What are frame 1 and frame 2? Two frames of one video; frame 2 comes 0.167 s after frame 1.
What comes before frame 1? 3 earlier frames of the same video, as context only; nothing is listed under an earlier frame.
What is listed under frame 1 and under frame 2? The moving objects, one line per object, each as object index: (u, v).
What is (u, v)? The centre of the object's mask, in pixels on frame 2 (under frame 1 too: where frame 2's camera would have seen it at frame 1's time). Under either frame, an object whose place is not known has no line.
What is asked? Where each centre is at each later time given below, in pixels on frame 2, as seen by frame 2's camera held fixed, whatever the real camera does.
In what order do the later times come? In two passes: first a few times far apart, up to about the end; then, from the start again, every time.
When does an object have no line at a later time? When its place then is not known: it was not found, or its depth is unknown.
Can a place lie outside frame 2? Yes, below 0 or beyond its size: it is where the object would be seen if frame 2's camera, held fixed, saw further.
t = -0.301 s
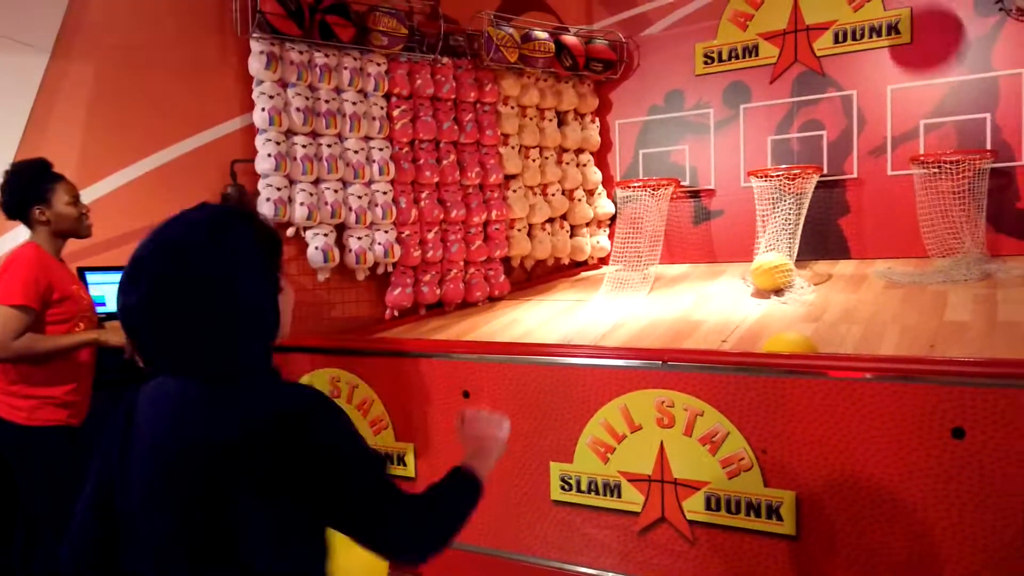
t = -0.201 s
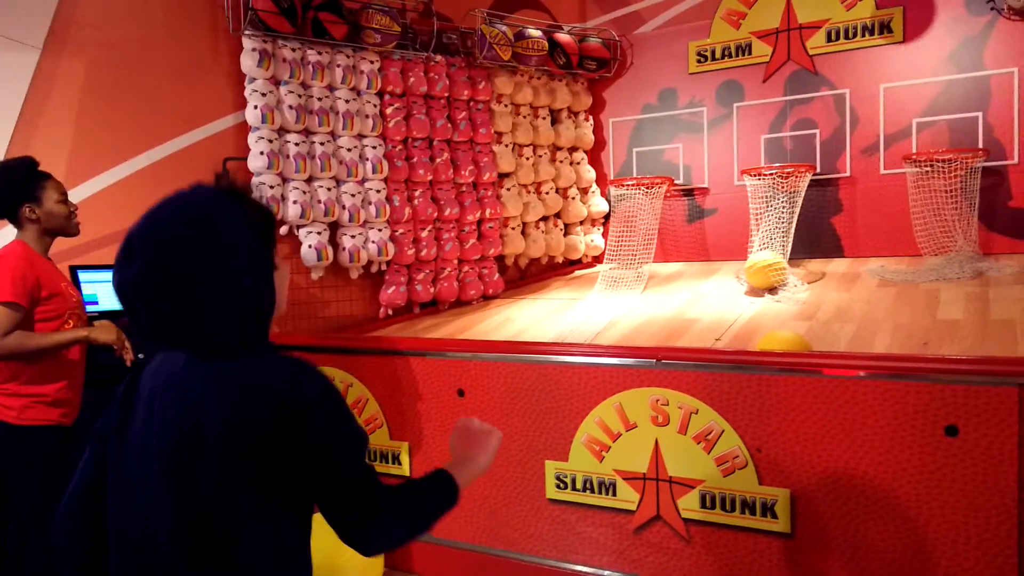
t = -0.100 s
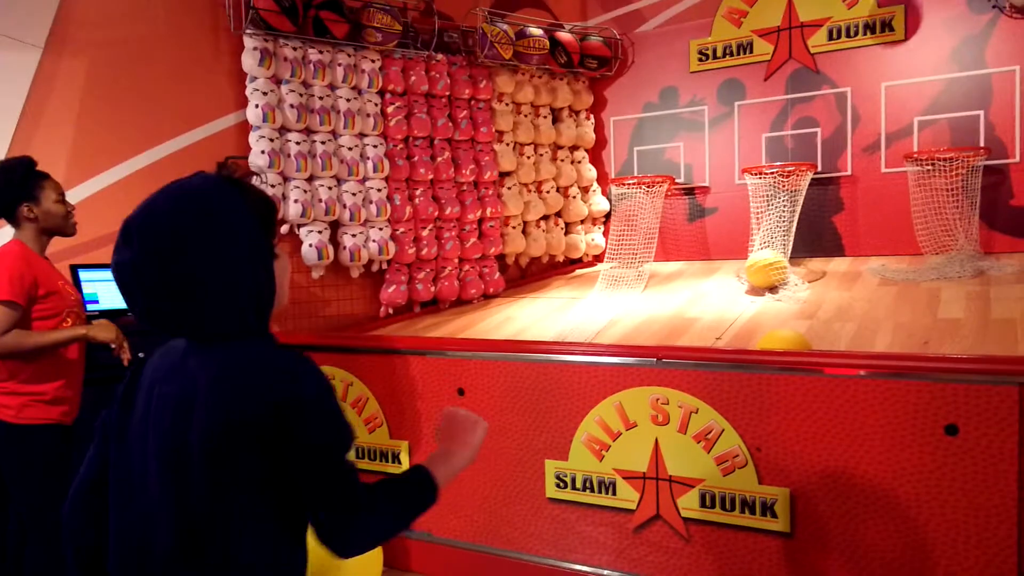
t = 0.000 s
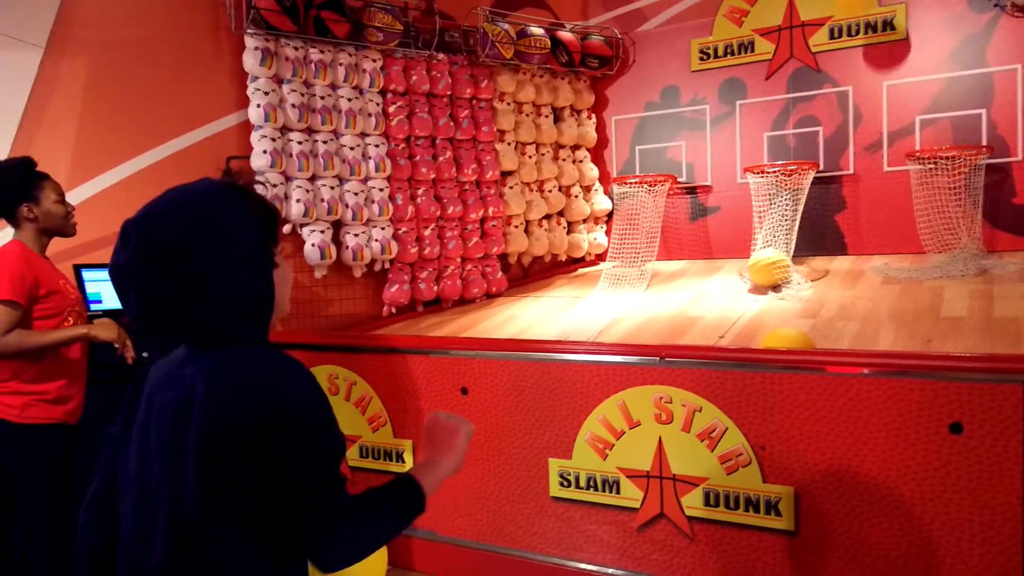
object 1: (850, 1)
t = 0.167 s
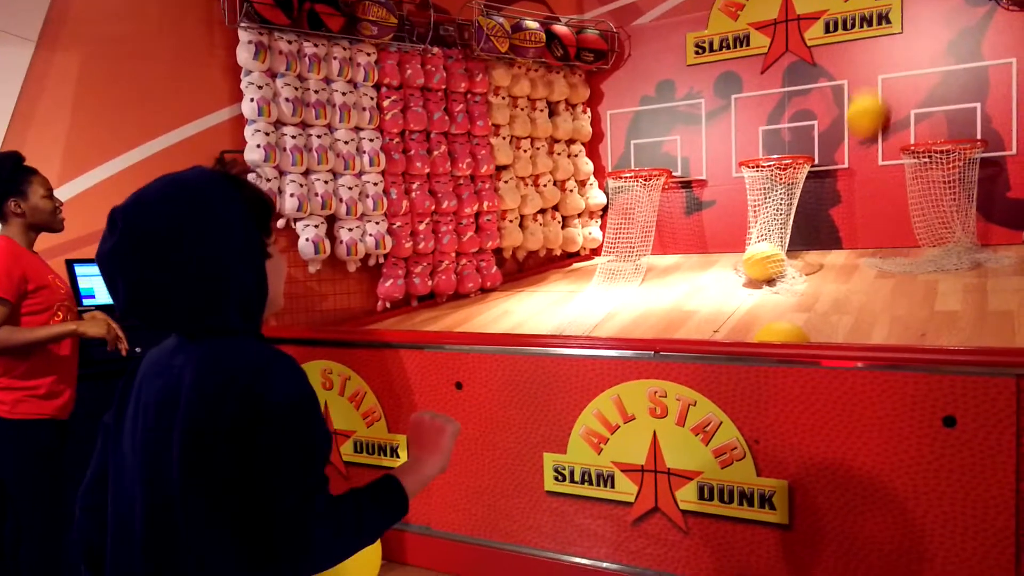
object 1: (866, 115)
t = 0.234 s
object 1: (858, 150)
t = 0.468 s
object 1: (825, 238)
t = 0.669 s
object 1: (797, 228)
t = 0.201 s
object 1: (863, 130)
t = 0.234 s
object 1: (858, 150)
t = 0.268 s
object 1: (852, 172)
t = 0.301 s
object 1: (847, 196)
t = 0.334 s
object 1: (842, 222)
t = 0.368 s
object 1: (838, 251)
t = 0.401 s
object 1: (834, 261)
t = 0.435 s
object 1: (829, 247)
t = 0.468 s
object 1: (825, 238)
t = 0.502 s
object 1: (822, 231)
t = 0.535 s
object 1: (817, 226)
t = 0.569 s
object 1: (813, 224)
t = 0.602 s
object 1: (808, 223)
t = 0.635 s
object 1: (803, 224)
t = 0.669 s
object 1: (797, 228)
